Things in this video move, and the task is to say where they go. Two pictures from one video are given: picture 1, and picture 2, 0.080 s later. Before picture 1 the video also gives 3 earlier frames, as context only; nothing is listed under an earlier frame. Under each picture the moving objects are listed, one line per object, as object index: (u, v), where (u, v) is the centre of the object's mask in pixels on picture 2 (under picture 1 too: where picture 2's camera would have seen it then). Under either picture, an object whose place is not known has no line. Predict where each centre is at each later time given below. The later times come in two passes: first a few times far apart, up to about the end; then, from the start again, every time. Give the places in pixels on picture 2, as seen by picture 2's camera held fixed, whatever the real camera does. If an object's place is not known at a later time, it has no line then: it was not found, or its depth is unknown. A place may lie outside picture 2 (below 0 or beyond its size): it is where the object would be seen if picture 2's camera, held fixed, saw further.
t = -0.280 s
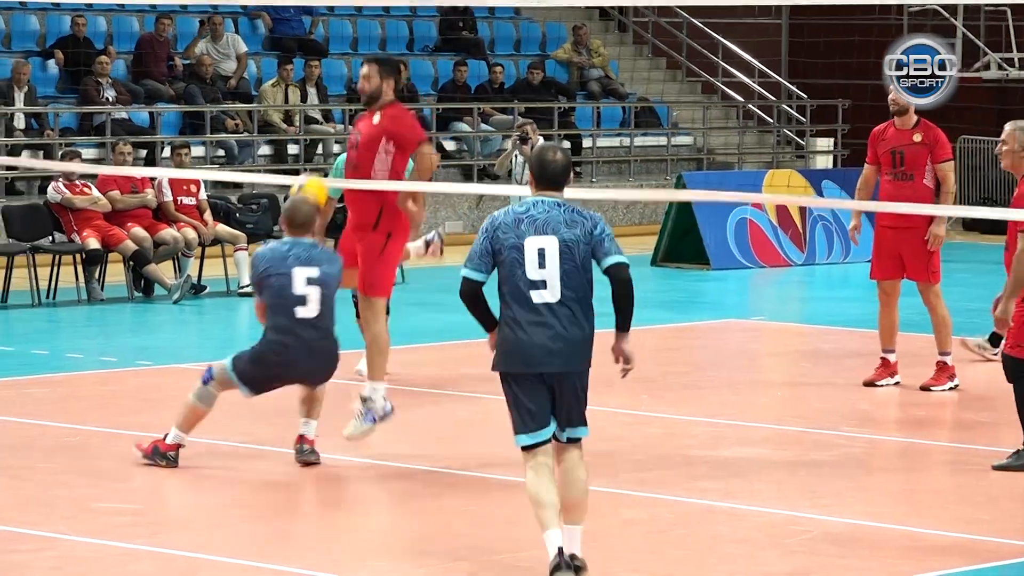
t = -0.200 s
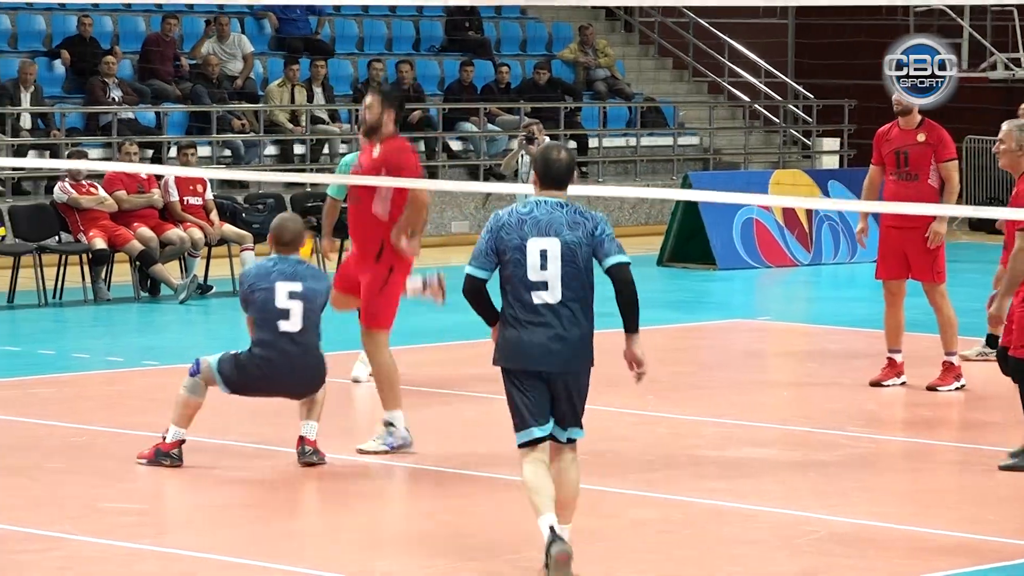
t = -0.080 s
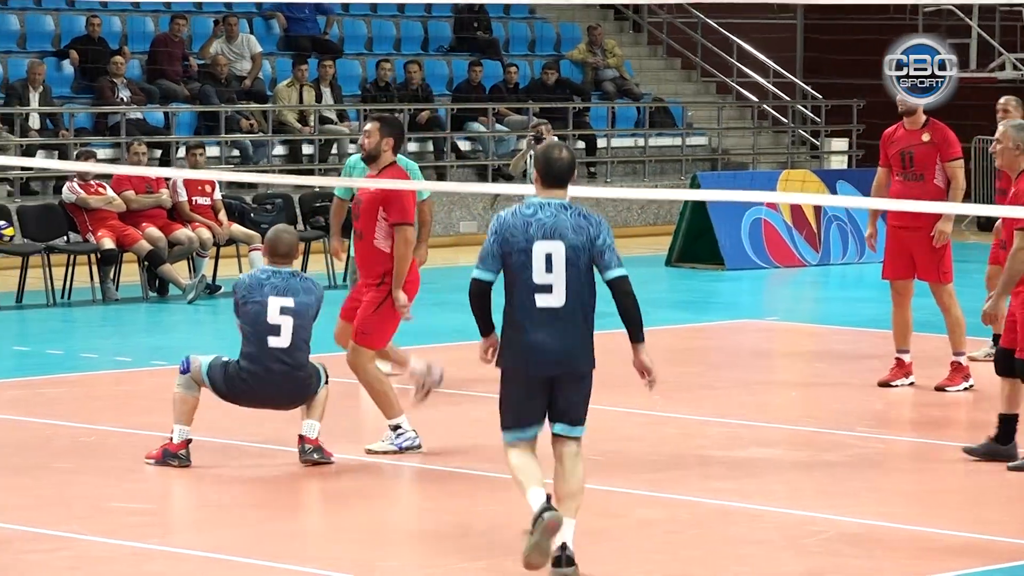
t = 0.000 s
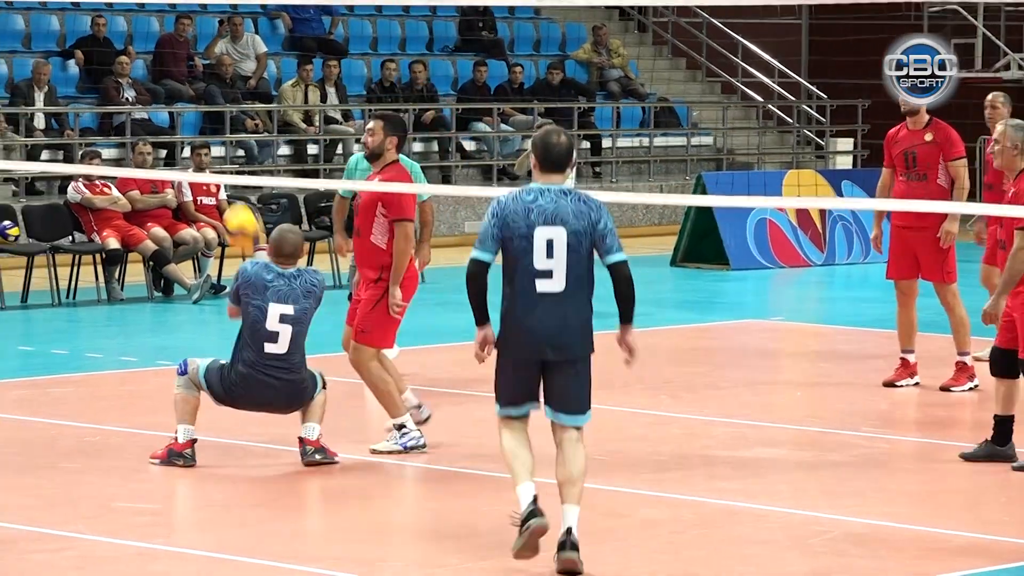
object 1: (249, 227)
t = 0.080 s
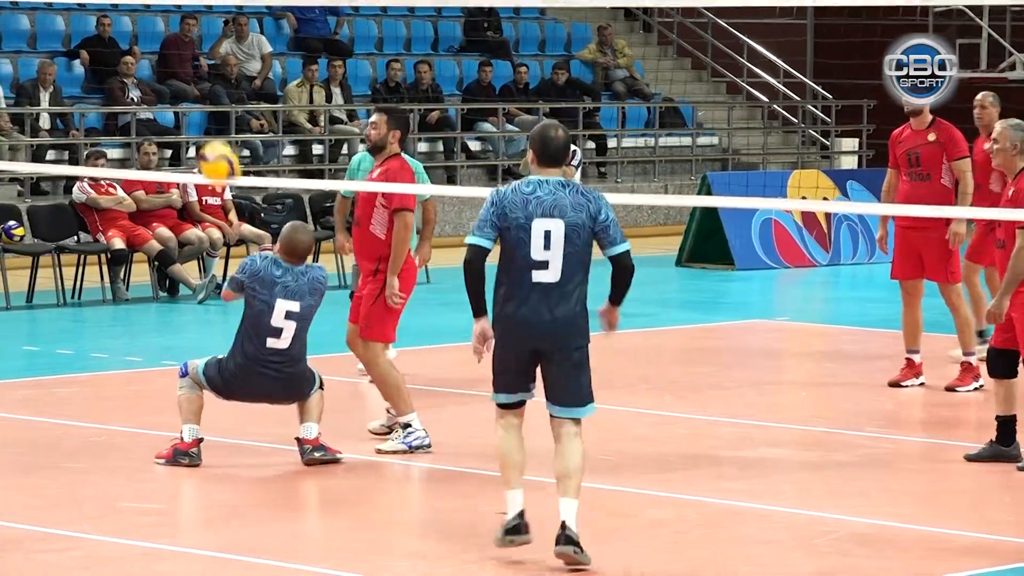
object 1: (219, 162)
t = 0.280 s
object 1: (148, 58)
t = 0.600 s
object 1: (31, 40)
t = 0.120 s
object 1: (205, 137)
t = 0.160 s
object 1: (191, 113)
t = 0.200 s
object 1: (176, 91)
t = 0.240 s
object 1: (162, 74)
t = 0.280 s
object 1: (148, 58)
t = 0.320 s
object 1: (133, 45)
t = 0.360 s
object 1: (119, 36)
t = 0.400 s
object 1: (104, 29)
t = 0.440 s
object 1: (90, 25)
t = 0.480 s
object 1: (75, 25)
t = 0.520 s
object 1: (60, 27)
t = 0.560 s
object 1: (45, 31)
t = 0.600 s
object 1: (31, 40)
